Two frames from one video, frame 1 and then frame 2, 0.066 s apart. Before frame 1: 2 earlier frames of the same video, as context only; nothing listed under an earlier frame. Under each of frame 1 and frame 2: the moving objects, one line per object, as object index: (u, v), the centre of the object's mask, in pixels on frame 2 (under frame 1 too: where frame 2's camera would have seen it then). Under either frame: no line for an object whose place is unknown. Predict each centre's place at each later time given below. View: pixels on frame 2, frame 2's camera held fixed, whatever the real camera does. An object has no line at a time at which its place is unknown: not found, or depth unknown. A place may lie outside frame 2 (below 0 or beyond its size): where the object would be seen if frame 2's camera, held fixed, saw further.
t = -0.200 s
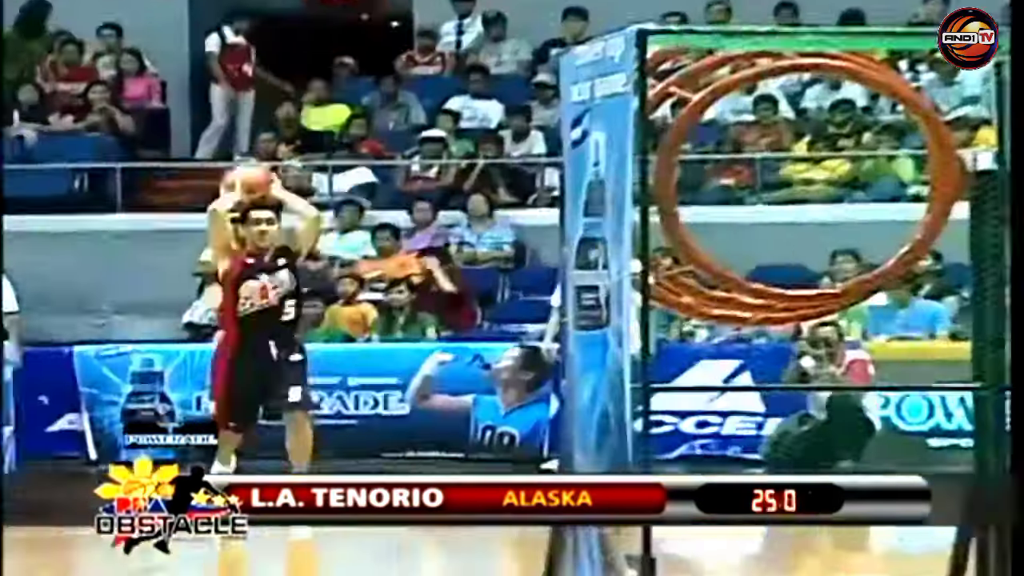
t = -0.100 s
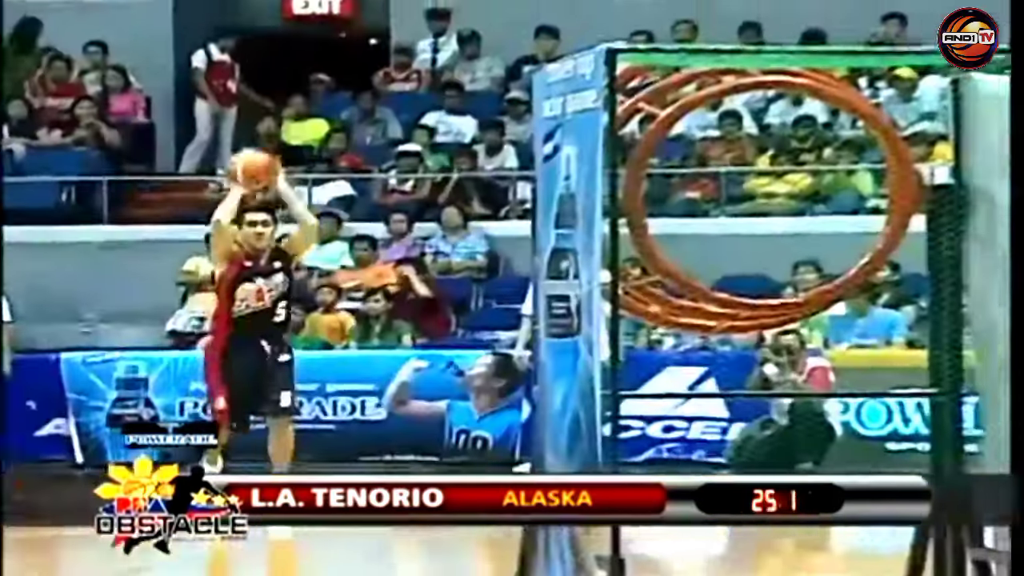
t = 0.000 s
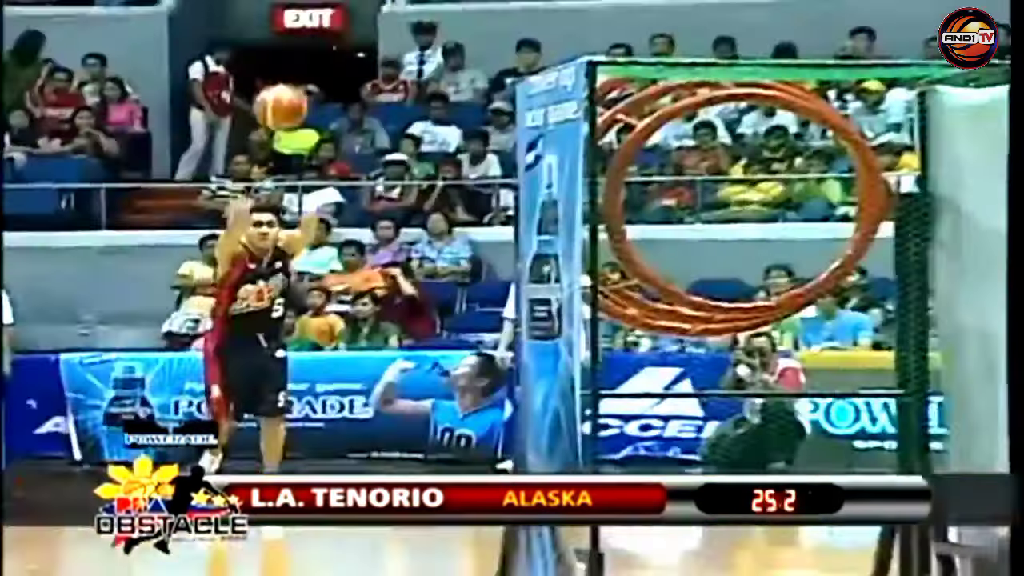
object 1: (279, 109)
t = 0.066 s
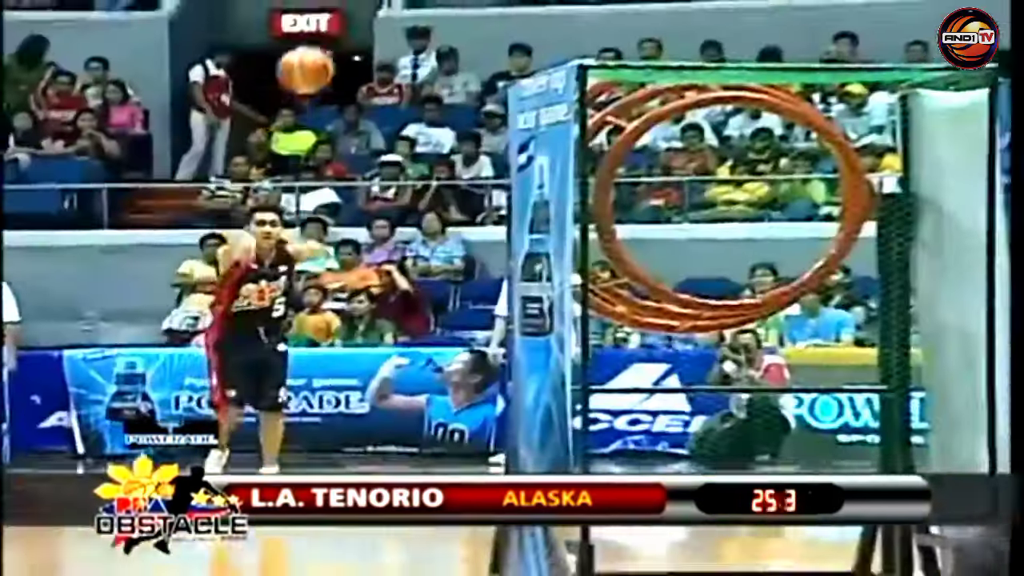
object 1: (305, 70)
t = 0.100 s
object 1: (319, 53)
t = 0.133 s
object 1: (334, 35)
